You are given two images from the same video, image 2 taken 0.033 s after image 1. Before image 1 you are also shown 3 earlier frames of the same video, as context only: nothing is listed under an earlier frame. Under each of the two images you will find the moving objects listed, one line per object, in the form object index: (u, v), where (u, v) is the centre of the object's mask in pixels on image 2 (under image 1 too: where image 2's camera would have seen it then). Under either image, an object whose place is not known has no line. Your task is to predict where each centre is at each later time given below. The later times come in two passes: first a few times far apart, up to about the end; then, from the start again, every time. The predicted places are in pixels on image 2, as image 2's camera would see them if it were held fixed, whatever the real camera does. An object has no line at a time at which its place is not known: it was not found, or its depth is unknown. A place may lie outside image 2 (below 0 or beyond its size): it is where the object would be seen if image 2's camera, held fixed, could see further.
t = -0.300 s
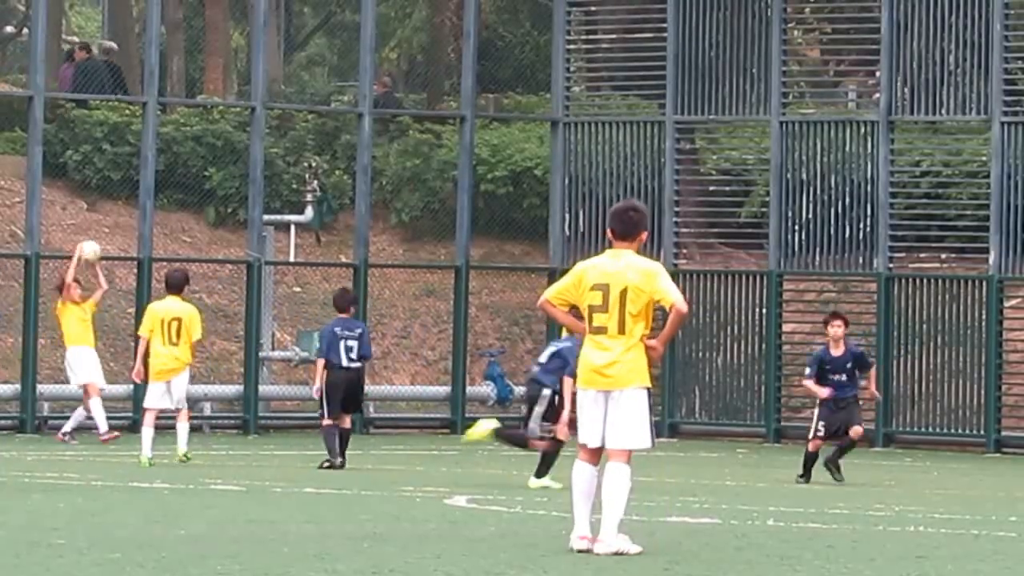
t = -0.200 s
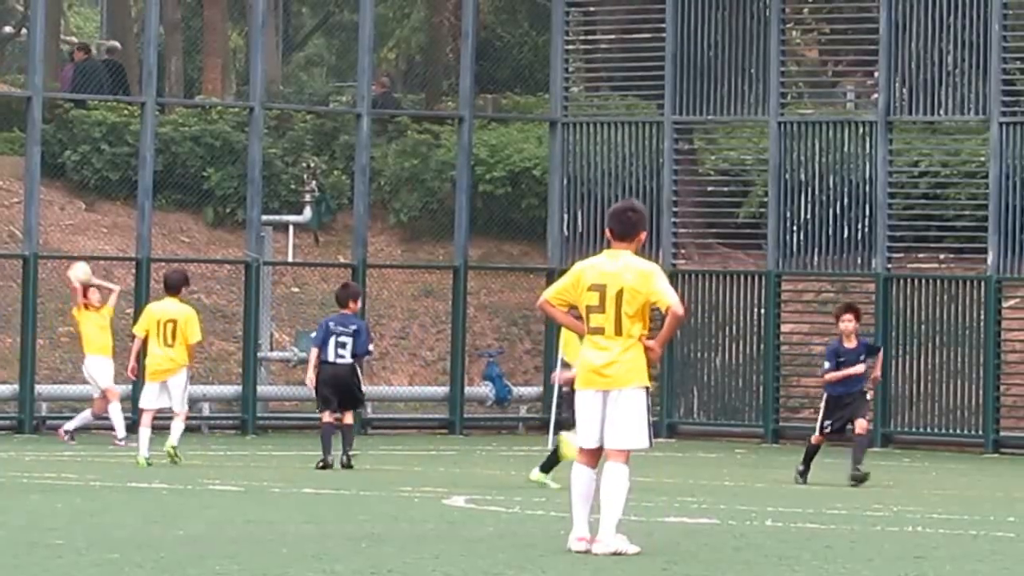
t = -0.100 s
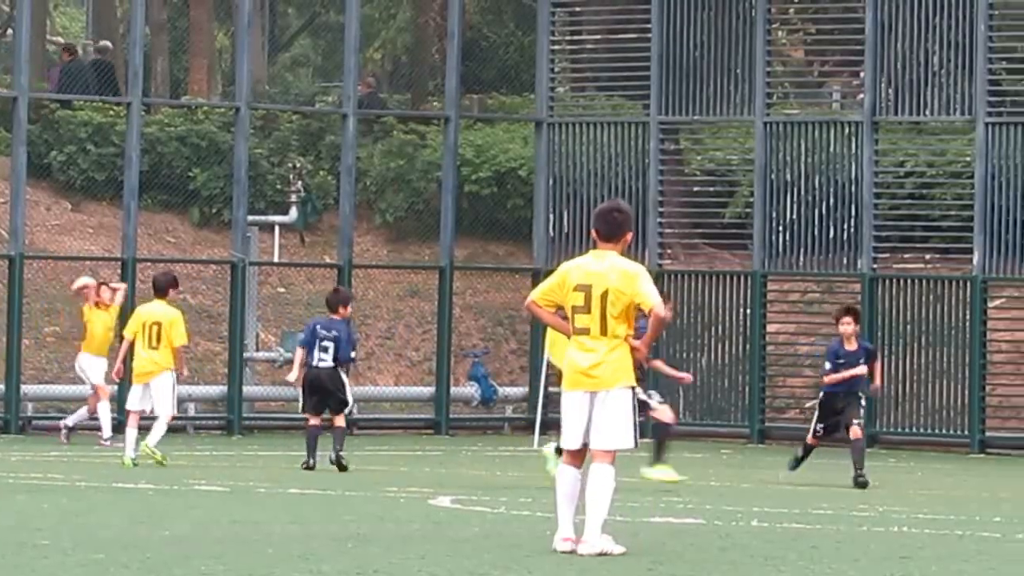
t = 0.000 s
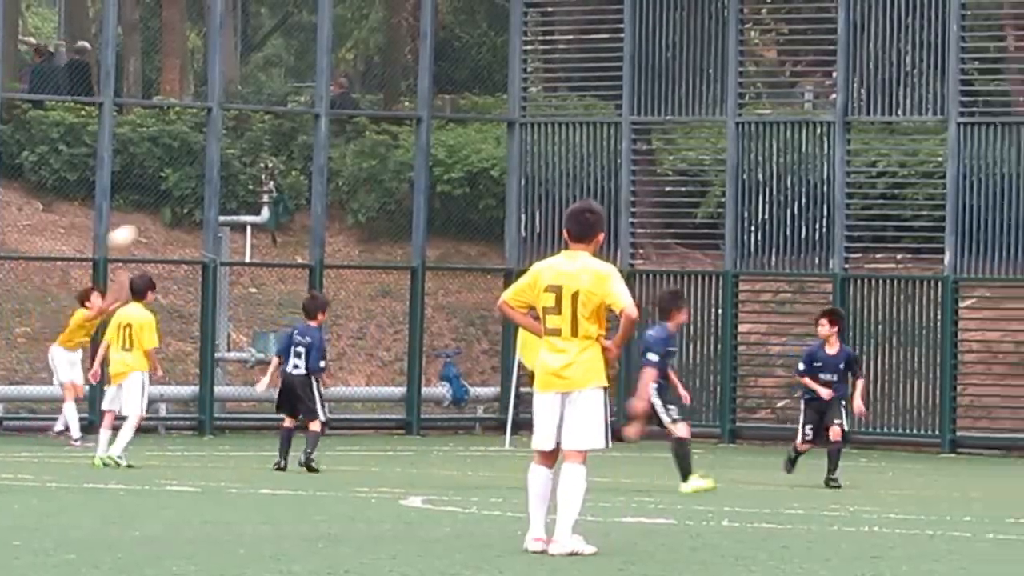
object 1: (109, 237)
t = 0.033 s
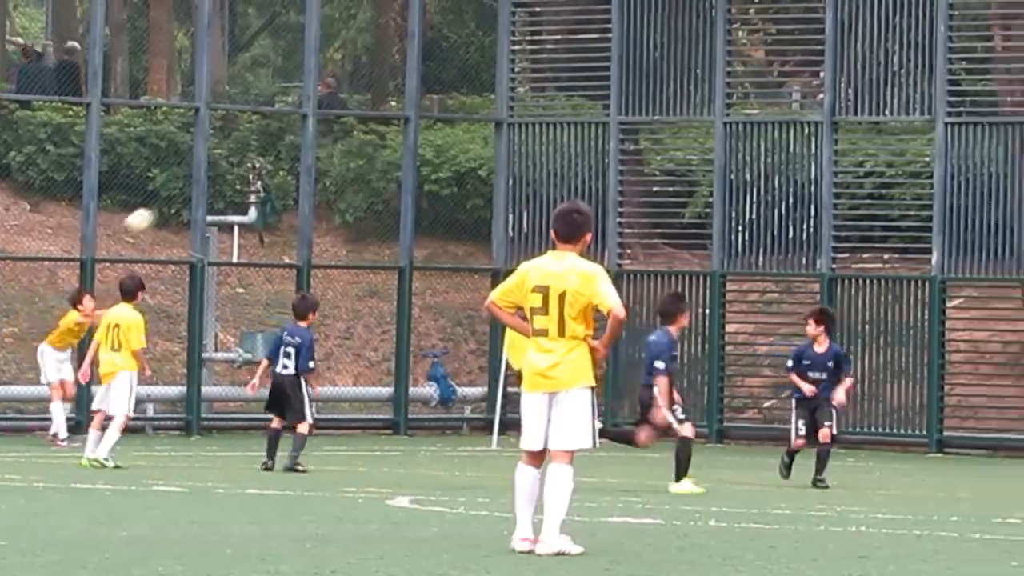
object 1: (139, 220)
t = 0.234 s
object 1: (316, 149)
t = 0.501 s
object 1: (556, 118)
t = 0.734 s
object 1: (774, 157)
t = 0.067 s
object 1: (168, 205)
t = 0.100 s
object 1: (198, 192)
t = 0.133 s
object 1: (227, 180)
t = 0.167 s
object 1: (257, 168)
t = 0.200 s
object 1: (286, 158)
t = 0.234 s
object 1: (316, 149)
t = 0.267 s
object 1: (346, 141)
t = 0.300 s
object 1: (376, 134)
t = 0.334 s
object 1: (406, 128)
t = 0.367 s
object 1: (436, 123)
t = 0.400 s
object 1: (466, 120)
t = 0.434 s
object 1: (496, 118)
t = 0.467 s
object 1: (526, 118)
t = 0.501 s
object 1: (556, 118)
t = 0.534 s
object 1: (587, 119)
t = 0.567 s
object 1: (617, 123)
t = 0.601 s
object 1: (649, 126)
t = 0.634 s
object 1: (679, 132)
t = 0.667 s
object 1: (711, 139)
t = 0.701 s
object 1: (743, 147)
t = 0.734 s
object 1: (774, 157)
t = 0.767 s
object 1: (805, 168)
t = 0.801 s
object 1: (838, 181)
